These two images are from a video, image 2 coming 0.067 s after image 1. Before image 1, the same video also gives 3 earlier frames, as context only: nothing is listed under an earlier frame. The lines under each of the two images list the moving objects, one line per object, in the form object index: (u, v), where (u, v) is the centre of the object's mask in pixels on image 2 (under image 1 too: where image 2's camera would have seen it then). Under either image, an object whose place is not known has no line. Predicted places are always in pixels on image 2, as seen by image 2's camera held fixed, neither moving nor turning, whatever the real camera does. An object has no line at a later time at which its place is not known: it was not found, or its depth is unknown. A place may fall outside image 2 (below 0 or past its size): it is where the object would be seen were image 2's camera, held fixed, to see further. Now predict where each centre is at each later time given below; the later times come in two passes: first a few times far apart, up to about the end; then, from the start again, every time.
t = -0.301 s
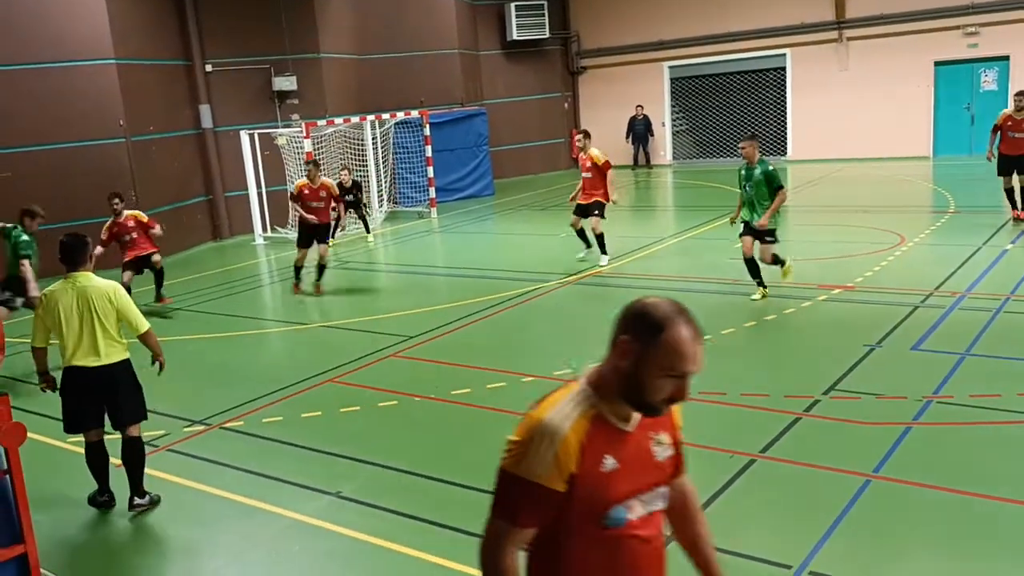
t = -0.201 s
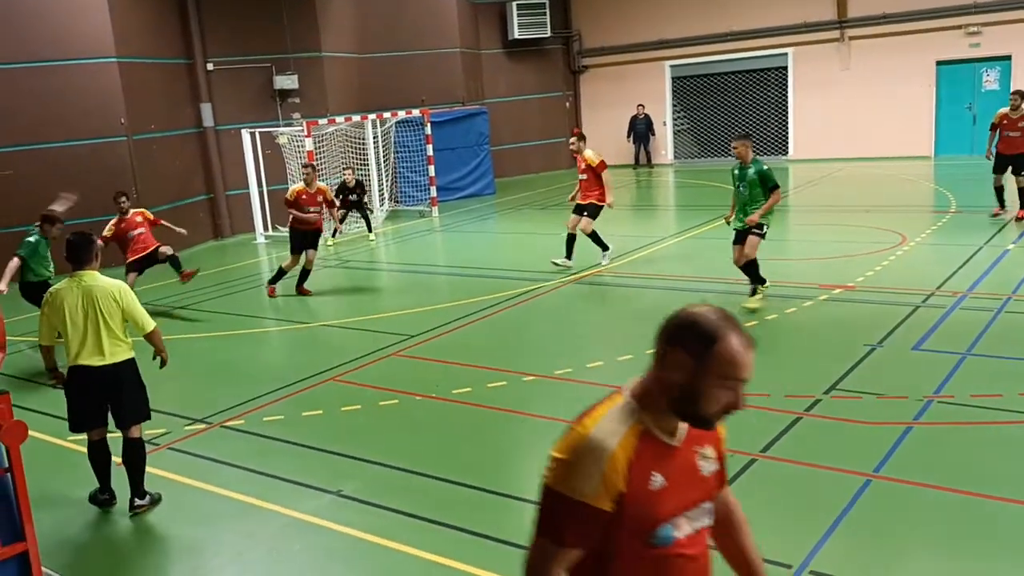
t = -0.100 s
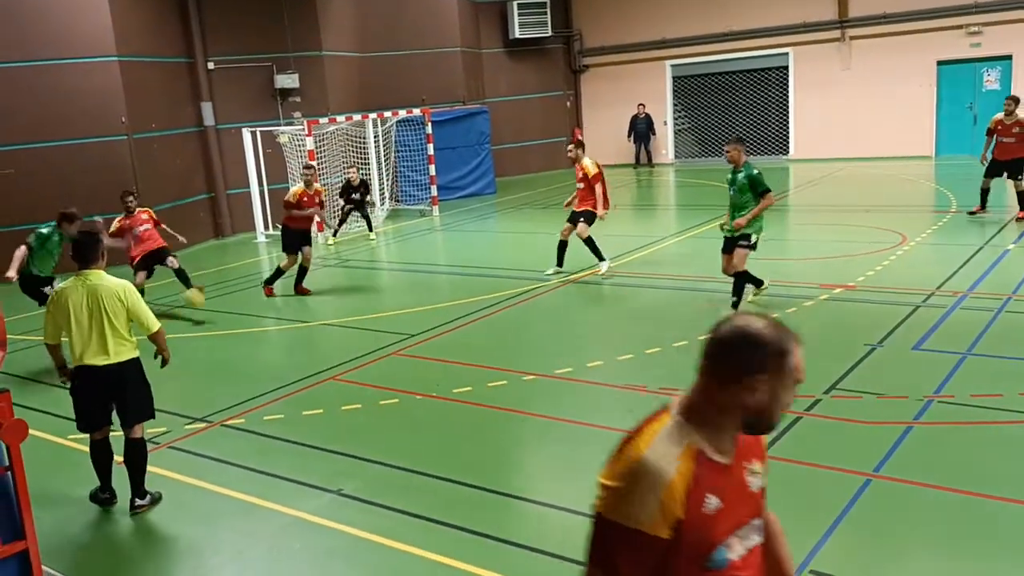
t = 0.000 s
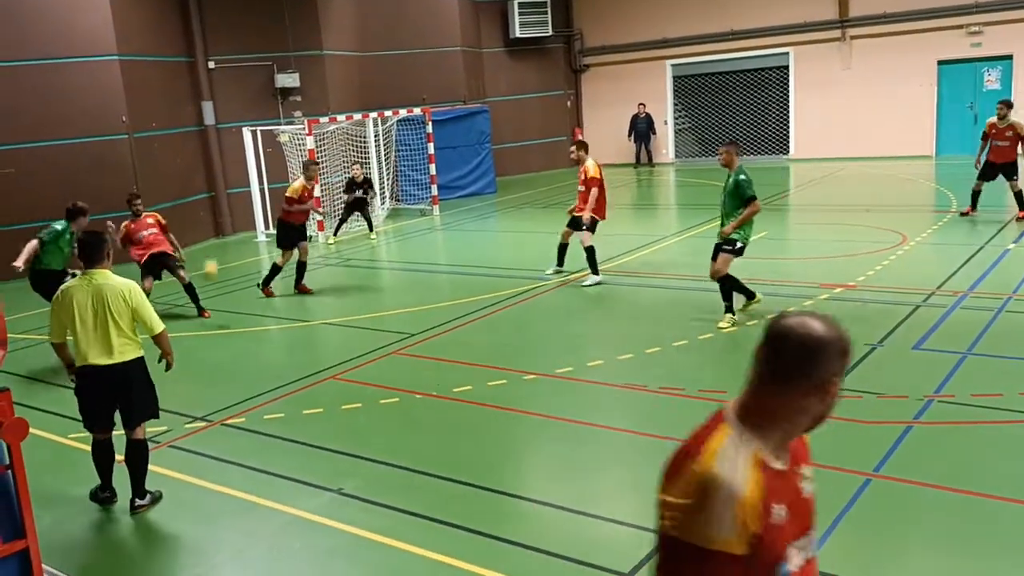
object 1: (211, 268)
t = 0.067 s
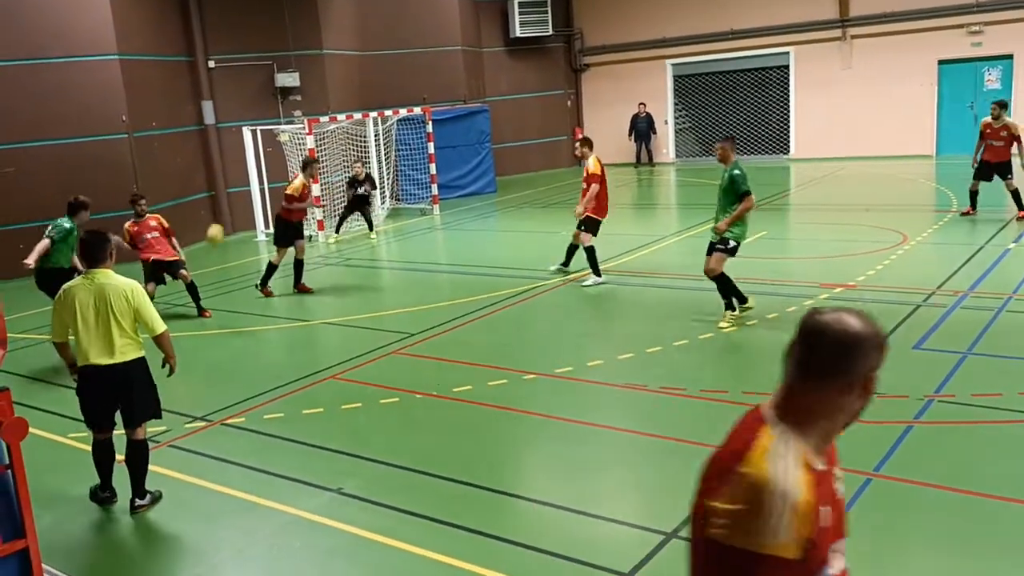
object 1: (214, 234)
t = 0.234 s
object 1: (233, 158)
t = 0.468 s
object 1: (265, 88)
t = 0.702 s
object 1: (311, 68)
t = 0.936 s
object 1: (371, 110)
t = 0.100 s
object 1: (218, 219)
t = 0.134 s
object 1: (222, 205)
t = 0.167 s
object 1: (225, 187)
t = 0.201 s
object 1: (229, 172)
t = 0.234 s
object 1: (233, 158)
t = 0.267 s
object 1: (235, 145)
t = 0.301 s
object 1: (239, 133)
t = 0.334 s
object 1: (244, 122)
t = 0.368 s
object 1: (249, 113)
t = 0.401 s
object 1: (254, 104)
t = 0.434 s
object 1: (259, 96)
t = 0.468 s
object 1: (265, 88)
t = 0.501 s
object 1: (270, 82)
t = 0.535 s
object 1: (276, 76)
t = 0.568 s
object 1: (283, 72)
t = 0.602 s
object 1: (290, 69)
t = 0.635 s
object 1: (297, 68)
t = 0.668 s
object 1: (304, 67)
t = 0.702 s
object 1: (311, 68)
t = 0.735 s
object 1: (319, 70)
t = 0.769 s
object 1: (327, 73)
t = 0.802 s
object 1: (335, 78)
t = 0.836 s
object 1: (343, 84)
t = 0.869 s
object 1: (353, 90)
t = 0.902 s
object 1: (362, 99)
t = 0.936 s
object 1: (371, 110)
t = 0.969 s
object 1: (382, 125)
